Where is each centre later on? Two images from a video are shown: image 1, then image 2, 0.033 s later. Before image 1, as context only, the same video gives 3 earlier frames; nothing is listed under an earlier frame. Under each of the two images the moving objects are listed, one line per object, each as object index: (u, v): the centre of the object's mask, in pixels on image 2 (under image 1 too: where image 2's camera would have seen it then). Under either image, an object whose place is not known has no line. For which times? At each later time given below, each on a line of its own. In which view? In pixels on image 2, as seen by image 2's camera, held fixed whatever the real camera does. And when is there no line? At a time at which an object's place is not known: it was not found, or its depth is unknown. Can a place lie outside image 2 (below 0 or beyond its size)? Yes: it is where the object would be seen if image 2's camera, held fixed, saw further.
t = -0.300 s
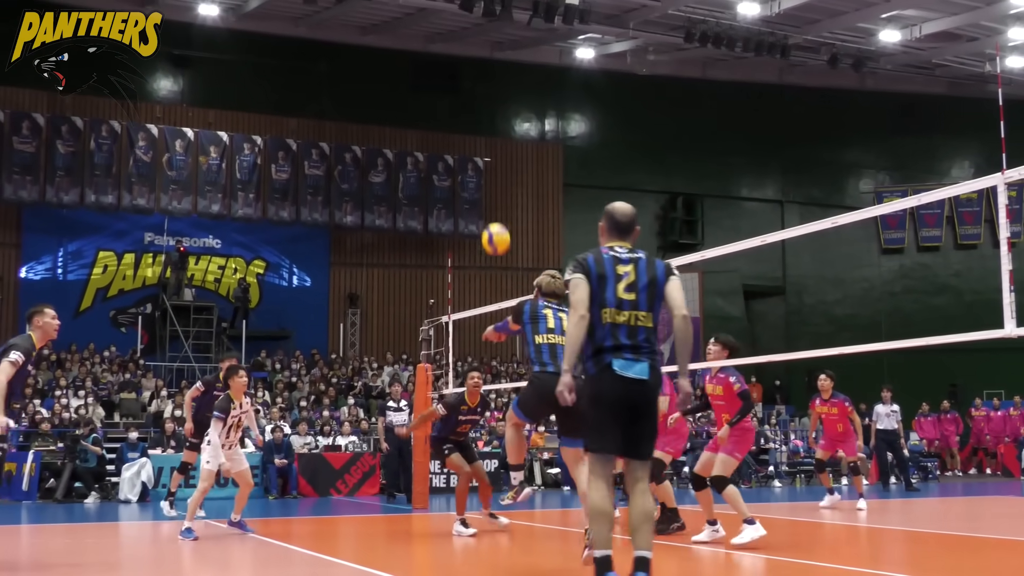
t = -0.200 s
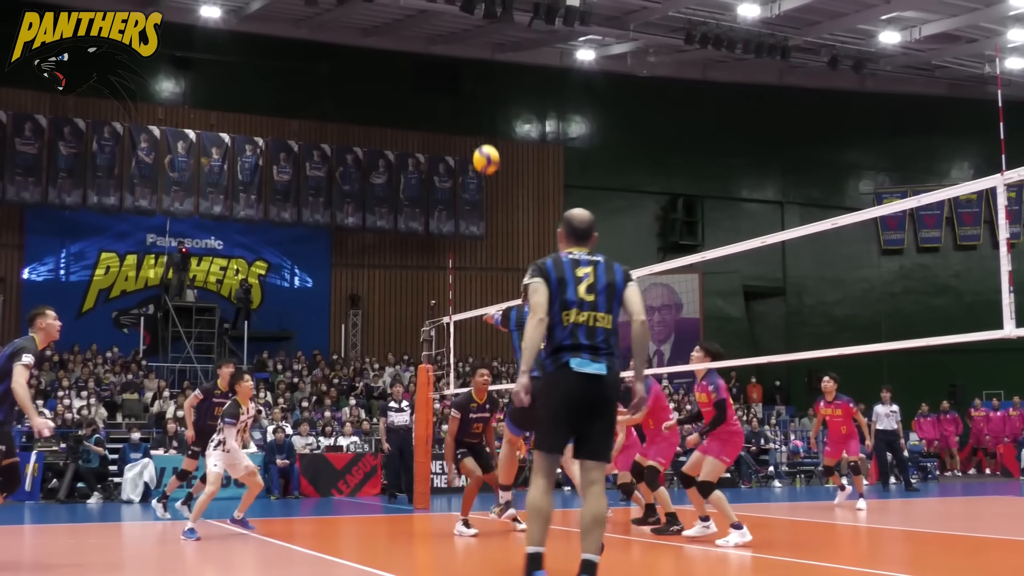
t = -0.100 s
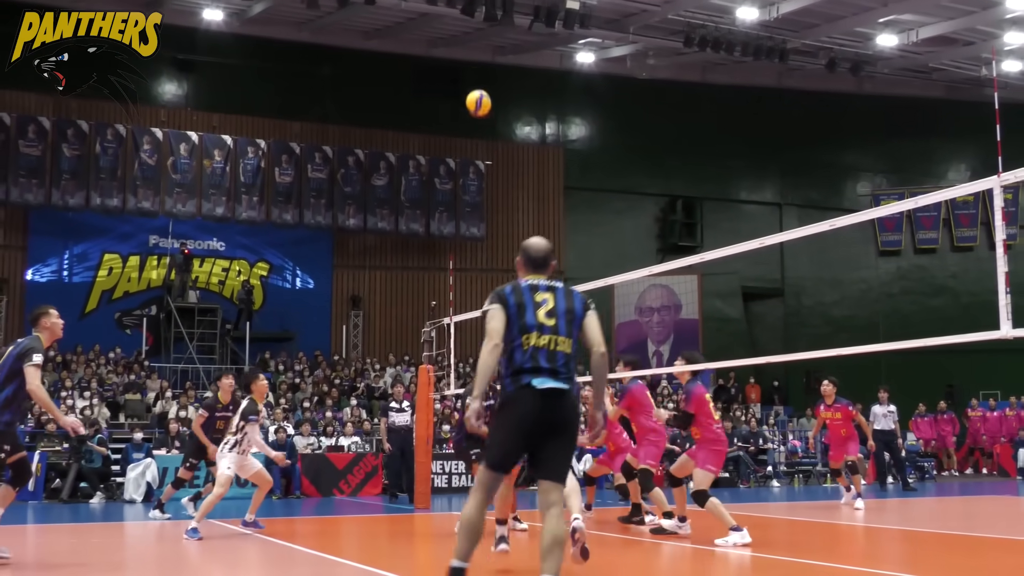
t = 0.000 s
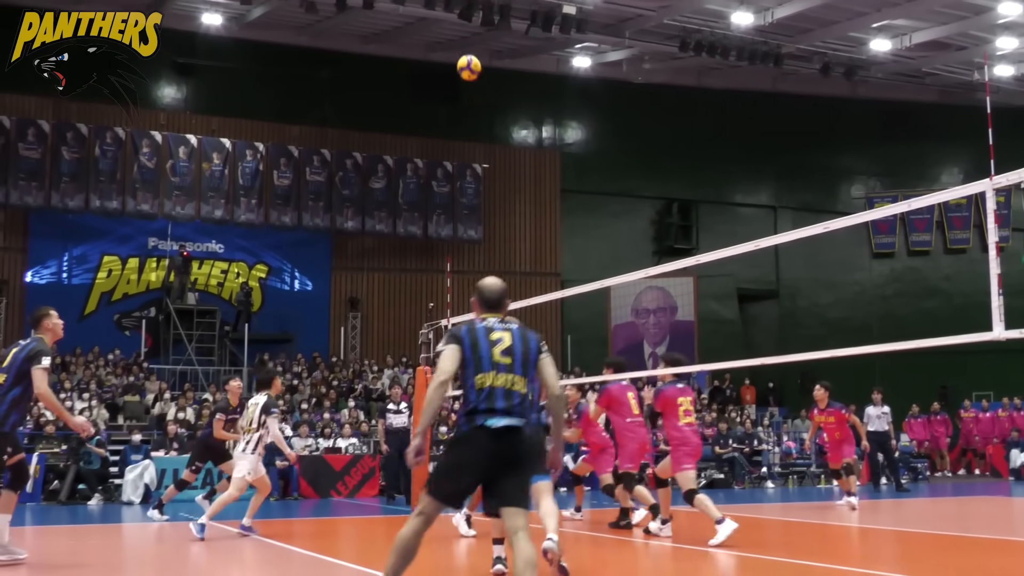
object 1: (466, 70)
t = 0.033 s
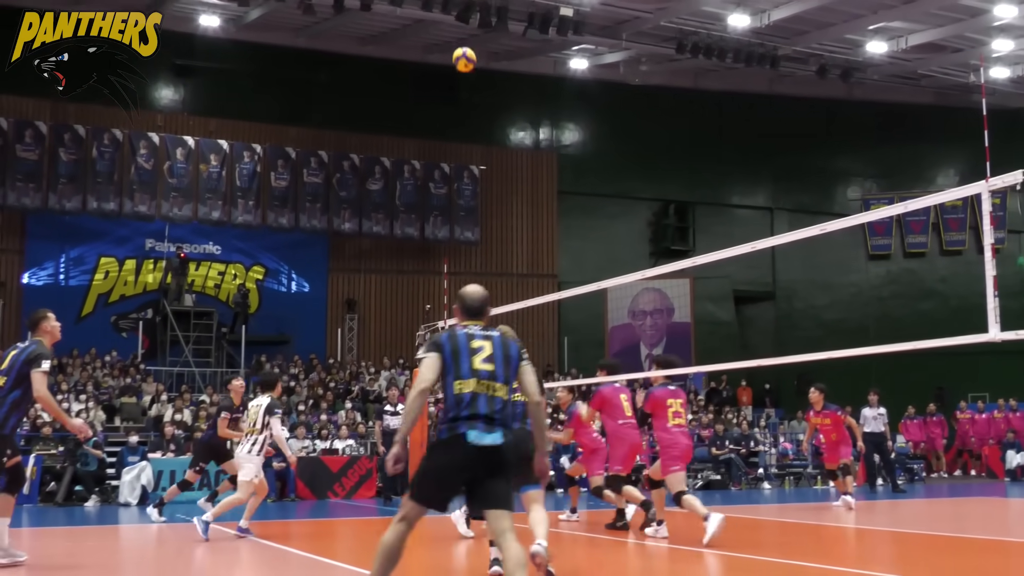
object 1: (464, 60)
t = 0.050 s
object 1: (464, 52)
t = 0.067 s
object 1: (463, 50)
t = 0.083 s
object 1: (462, 48)
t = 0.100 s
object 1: (461, 44)
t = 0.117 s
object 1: (461, 39)
